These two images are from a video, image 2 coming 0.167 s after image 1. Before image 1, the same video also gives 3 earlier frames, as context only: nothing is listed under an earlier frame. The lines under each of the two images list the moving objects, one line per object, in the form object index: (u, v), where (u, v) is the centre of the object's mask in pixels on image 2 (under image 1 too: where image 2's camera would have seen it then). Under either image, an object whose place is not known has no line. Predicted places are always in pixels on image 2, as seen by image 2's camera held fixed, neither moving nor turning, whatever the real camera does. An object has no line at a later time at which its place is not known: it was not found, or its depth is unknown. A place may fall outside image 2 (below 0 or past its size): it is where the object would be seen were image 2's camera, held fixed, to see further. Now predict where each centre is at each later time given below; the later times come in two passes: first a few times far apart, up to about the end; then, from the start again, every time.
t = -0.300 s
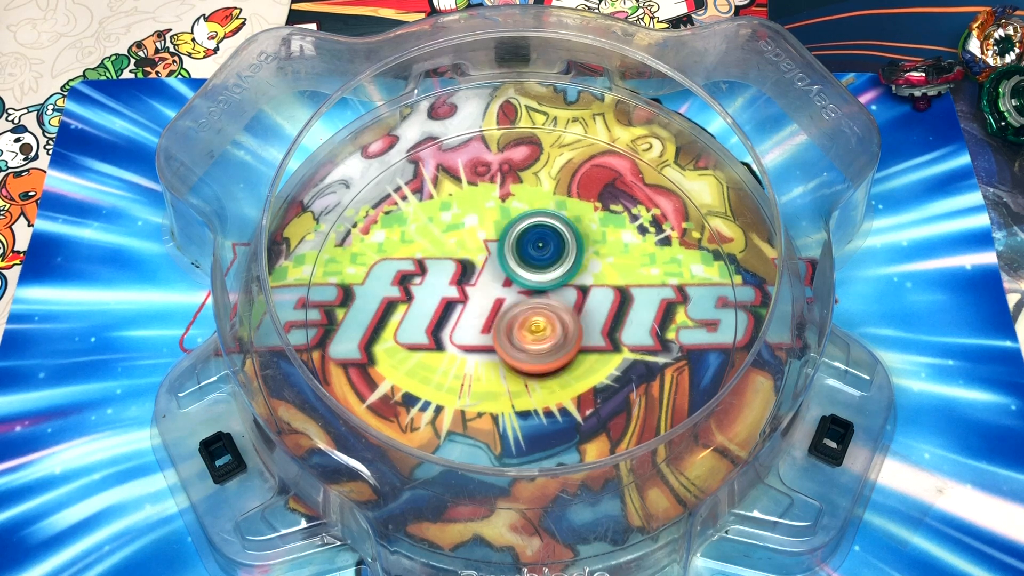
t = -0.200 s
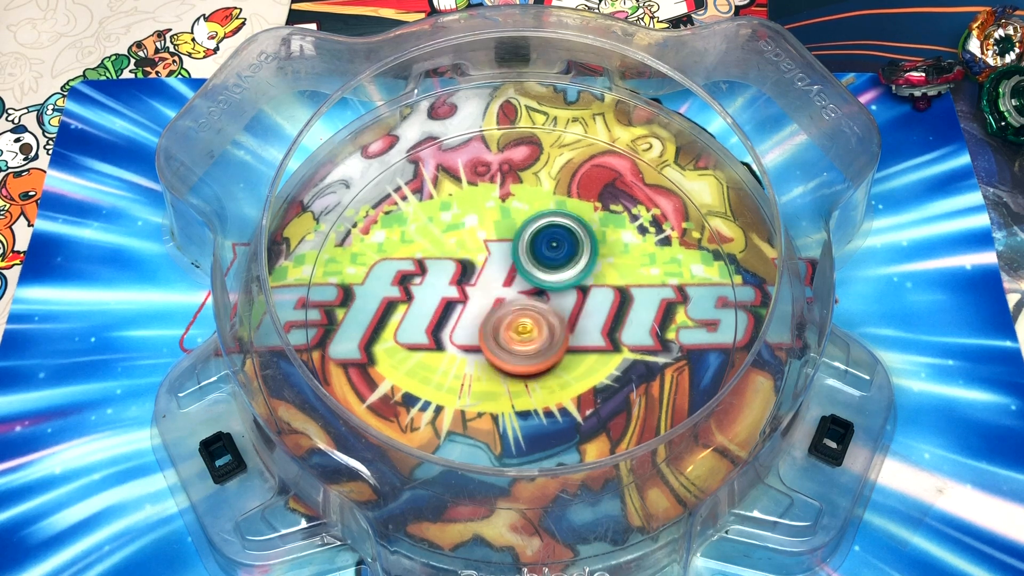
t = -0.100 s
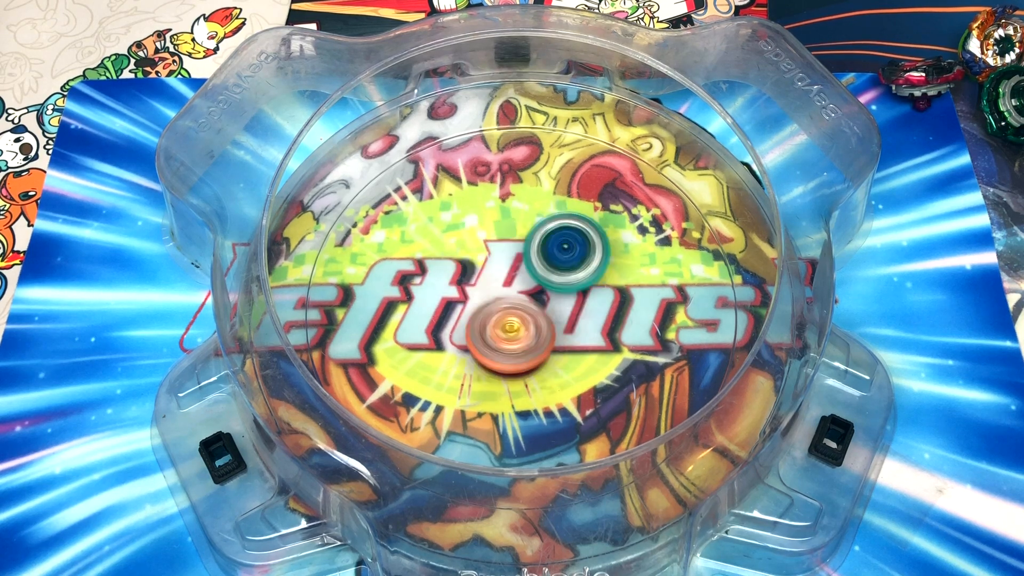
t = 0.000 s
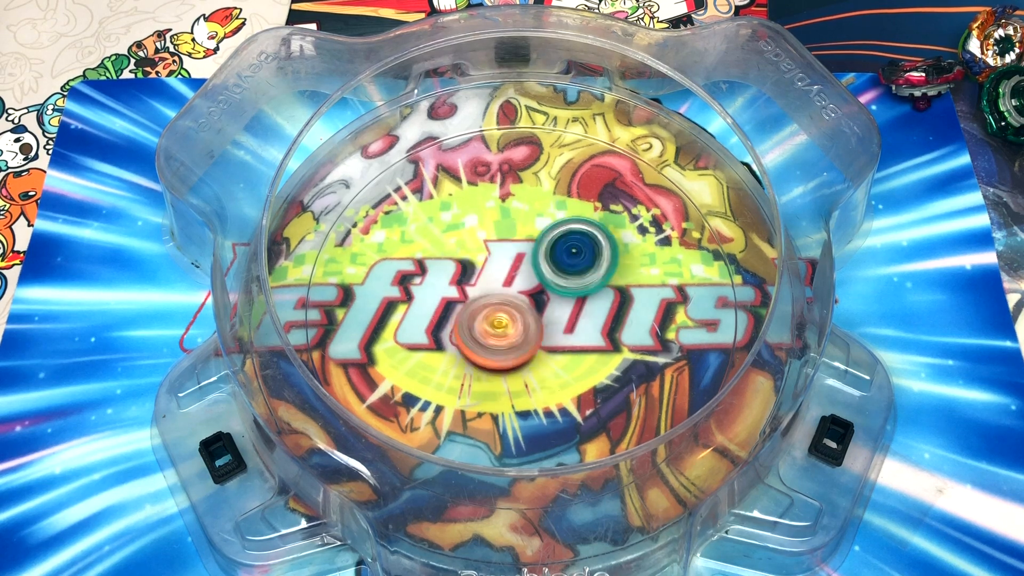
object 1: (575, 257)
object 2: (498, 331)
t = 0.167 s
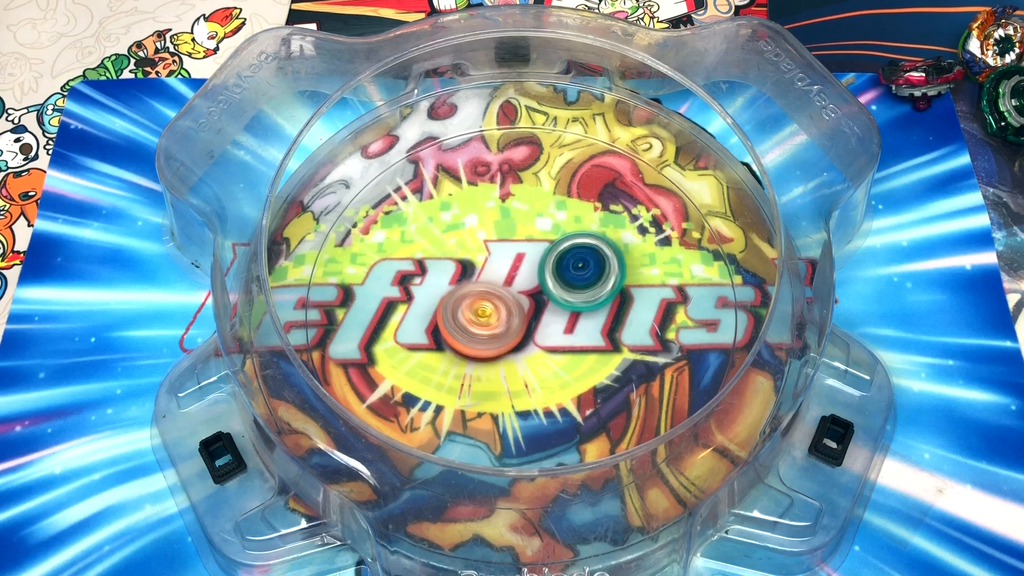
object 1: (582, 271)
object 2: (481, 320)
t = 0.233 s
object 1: (582, 278)
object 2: (476, 314)
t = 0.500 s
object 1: (570, 313)
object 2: (471, 286)
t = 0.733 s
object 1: (548, 334)
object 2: (486, 264)
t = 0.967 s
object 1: (522, 337)
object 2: (512, 251)
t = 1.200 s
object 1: (496, 324)
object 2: (542, 249)
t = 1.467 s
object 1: (480, 297)
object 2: (569, 262)
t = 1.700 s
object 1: (482, 274)
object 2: (580, 285)
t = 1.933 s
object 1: (503, 257)
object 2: (575, 309)
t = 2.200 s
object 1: (533, 250)
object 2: (551, 330)
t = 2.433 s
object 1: (555, 257)
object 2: (521, 334)
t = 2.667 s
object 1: (567, 276)
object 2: (492, 324)
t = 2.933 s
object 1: (575, 303)
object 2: (468, 299)
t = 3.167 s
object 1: (561, 322)
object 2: (470, 277)
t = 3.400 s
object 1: (535, 333)
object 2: (490, 255)
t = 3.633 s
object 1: (515, 332)
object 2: (516, 241)
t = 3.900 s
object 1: (488, 316)
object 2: (552, 245)
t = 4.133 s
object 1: (481, 301)
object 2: (579, 261)
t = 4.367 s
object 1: (493, 278)
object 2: (586, 289)
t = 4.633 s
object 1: (468, 239)
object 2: (611, 344)
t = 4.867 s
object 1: (474, 246)
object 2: (588, 360)
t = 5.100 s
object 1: (516, 263)
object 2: (544, 352)
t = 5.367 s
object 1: (563, 262)
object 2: (497, 330)
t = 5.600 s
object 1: (589, 269)
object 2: (478, 294)
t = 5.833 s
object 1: (583, 289)
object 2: (487, 258)
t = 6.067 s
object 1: (555, 314)
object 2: (516, 237)
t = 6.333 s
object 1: (514, 328)
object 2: (551, 245)
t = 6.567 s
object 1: (485, 323)
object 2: (570, 274)
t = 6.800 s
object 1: (473, 303)
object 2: (569, 310)
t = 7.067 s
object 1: (479, 275)
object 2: (545, 336)
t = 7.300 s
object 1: (500, 245)
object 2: (525, 347)
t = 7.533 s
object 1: (528, 234)
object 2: (512, 328)
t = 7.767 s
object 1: (577, 234)
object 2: (476, 316)
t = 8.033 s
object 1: (598, 258)
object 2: (479, 297)
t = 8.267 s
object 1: (584, 294)
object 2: (495, 281)
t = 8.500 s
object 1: (543, 326)
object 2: (498, 259)
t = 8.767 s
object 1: (481, 321)
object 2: (515, 245)
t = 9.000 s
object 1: (458, 286)
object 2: (538, 256)
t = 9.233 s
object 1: (470, 256)
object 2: (567, 288)
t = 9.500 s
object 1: (526, 252)
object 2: (562, 327)
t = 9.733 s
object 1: (572, 257)
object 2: (512, 371)
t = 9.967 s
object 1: (571, 296)
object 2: (458, 367)
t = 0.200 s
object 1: (582, 274)
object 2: (479, 317)
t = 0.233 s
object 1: (582, 278)
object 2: (476, 314)
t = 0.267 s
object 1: (581, 282)
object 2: (475, 311)
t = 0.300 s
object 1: (580, 287)
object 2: (473, 307)
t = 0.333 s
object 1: (578, 291)
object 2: (472, 304)
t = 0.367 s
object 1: (577, 296)
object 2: (471, 300)
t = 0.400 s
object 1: (576, 301)
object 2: (471, 297)
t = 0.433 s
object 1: (574, 305)
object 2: (471, 293)
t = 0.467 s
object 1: (572, 309)
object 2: (471, 289)
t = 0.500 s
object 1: (570, 313)
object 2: (471, 286)
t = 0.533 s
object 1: (567, 317)
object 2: (472, 282)
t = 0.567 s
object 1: (564, 320)
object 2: (474, 279)
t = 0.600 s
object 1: (561, 323)
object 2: (476, 276)
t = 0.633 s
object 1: (558, 326)
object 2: (477, 272)
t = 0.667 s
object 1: (555, 330)
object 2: (480, 270)
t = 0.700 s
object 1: (551, 332)
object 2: (483, 267)
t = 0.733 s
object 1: (548, 334)
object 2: (486, 264)
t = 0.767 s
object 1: (544, 336)
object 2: (489, 261)
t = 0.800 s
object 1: (540, 337)
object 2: (492, 259)
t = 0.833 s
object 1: (537, 338)
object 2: (496, 257)
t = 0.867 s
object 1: (534, 339)
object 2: (500, 255)
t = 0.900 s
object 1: (530, 339)
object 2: (504, 254)
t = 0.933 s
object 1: (526, 339)
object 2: (508, 252)
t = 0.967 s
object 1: (522, 337)
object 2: (512, 251)
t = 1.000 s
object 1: (519, 337)
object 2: (516, 250)
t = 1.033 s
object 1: (515, 336)
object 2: (521, 249)
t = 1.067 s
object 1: (511, 334)
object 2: (525, 248)
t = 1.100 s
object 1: (507, 332)
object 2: (529, 248)
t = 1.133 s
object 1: (504, 329)
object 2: (533, 248)
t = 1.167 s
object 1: (501, 327)
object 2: (537, 248)
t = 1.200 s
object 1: (496, 324)
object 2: (542, 249)
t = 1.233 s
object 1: (493, 321)
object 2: (545, 250)
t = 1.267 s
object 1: (491, 318)
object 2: (549, 250)
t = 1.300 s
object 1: (488, 315)
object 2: (553, 252)
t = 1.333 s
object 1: (485, 312)
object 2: (557, 254)
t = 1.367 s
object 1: (483, 308)
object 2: (560, 256)
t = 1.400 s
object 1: (481, 304)
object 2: (563, 257)
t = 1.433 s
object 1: (481, 300)
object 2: (566, 260)
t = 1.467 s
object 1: (480, 297)
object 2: (569, 262)
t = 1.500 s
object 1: (479, 293)
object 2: (572, 265)
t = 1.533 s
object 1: (478, 290)
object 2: (574, 268)
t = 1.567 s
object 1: (478, 286)
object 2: (576, 271)
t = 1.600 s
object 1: (478, 283)
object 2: (578, 275)
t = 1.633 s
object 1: (479, 280)
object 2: (579, 278)
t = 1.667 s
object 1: (480, 277)
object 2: (580, 281)
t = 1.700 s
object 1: (482, 274)
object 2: (580, 285)
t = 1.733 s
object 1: (484, 271)
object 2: (581, 289)
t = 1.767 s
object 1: (486, 269)
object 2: (580, 292)
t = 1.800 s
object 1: (489, 266)
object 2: (580, 296)
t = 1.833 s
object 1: (492, 264)
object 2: (579, 299)
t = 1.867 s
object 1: (495, 261)
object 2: (579, 303)
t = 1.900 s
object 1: (499, 259)
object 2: (577, 306)
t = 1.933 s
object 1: (503, 257)
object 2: (575, 309)
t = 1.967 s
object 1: (506, 255)
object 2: (574, 313)
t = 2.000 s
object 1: (510, 254)
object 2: (571, 316)
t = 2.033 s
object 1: (514, 252)
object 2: (568, 318)
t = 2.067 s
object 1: (518, 252)
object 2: (565, 321)
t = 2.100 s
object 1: (522, 251)
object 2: (562, 323)
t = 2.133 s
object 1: (526, 250)
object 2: (559, 325)
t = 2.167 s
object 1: (530, 250)
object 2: (555, 327)
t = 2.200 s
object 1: (533, 250)
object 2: (551, 330)
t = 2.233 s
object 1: (537, 251)
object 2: (547, 331)
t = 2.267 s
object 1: (541, 251)
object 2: (542, 333)
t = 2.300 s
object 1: (544, 251)
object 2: (538, 333)
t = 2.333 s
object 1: (546, 252)
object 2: (533, 334)
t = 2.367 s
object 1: (549, 253)
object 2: (529, 334)
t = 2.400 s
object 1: (552, 255)
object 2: (525, 334)
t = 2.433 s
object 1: (555, 257)
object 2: (521, 334)
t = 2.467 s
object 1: (557, 259)
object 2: (516, 334)
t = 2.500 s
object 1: (559, 261)
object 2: (512, 332)
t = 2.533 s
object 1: (561, 263)
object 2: (508, 331)
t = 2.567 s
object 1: (563, 266)
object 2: (503, 330)
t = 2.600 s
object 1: (565, 269)
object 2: (500, 328)
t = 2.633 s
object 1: (566, 273)
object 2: (496, 326)
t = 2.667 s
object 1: (567, 276)
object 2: (492, 324)
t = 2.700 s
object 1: (568, 280)
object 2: (489, 322)
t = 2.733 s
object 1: (569, 283)
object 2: (486, 319)
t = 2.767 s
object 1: (570, 287)
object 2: (484, 316)
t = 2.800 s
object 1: (570, 291)
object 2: (481, 313)
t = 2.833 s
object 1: (572, 295)
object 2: (476, 309)
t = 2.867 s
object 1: (574, 297)
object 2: (471, 306)
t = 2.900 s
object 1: (575, 300)
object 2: (469, 303)
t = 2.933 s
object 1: (575, 303)
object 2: (468, 299)
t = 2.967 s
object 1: (574, 307)
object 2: (467, 296)
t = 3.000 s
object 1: (573, 310)
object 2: (466, 293)
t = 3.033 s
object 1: (571, 313)
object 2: (466, 289)
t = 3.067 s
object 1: (569, 315)
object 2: (467, 286)
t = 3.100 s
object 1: (567, 317)
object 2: (467, 283)
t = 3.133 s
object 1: (564, 319)
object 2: (468, 280)
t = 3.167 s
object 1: (561, 322)
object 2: (470, 277)
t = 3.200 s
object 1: (557, 324)
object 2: (472, 274)
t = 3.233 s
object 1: (553, 325)
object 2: (475, 271)
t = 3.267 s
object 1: (549, 327)
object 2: (478, 269)
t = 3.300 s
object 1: (544, 328)
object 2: (481, 266)
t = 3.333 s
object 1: (540, 328)
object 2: (484, 264)
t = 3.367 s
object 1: (537, 331)
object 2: (488, 261)
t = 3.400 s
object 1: (535, 333)
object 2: (490, 255)
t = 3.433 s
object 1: (532, 335)
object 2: (494, 251)
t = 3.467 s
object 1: (529, 336)
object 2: (497, 249)
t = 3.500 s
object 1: (526, 336)
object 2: (501, 246)
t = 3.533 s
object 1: (523, 335)
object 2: (505, 244)
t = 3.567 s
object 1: (521, 334)
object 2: (509, 242)
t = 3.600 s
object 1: (518, 333)
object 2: (513, 242)
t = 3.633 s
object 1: (515, 332)
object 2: (516, 241)
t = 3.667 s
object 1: (512, 330)
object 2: (520, 240)
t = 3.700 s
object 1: (508, 327)
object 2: (524, 240)
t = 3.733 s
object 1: (505, 325)
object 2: (529, 241)
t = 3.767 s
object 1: (502, 322)
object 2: (533, 241)
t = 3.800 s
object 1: (499, 319)
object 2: (537, 243)
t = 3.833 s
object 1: (495, 318)
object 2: (542, 243)
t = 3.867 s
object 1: (491, 317)
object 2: (547, 244)
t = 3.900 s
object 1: (488, 316)
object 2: (552, 245)
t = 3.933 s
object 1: (485, 315)
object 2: (556, 246)
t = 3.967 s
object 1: (483, 313)
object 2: (561, 248)
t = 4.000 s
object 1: (481, 311)
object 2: (565, 250)
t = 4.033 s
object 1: (481, 309)
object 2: (569, 252)
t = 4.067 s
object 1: (480, 307)
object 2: (572, 254)
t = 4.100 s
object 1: (480, 304)
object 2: (575, 258)
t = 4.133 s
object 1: (481, 301)
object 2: (579, 261)
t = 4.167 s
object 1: (482, 298)
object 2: (581, 265)
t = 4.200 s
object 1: (484, 295)
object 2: (583, 269)
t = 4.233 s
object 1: (485, 292)
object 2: (584, 273)
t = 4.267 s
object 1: (487, 288)
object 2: (585, 277)
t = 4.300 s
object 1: (488, 285)
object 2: (586, 281)
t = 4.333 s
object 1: (491, 282)
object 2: (586, 285)
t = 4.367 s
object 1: (493, 278)
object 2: (586, 289)
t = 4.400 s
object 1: (495, 275)
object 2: (585, 293)
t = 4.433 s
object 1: (498, 271)
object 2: (583, 297)
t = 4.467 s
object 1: (493, 263)
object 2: (592, 308)
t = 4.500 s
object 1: (483, 253)
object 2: (604, 320)
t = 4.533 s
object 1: (477, 247)
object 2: (610, 329)
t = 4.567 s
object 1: (474, 243)
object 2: (611, 336)
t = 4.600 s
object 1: (471, 241)
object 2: (611, 340)
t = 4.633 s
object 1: (468, 239)
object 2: (611, 344)
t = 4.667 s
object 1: (467, 238)
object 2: (609, 347)
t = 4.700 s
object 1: (465, 238)
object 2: (607, 350)
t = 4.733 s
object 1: (465, 238)
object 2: (604, 353)
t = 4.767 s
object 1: (466, 239)
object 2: (601, 355)
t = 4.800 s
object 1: (468, 241)
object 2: (597, 358)
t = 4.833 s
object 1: (470, 244)
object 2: (593, 359)
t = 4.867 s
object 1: (474, 246)
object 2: (588, 360)
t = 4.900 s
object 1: (479, 249)
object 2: (583, 360)
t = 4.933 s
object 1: (485, 252)
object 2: (577, 360)
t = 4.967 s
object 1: (491, 254)
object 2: (571, 359)
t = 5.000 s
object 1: (497, 256)
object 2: (564, 359)
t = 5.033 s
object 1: (503, 258)
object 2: (558, 357)
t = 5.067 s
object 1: (509, 260)
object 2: (551, 355)
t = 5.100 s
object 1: (516, 263)
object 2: (544, 352)
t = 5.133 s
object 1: (522, 265)
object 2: (538, 348)
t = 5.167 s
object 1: (528, 265)
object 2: (531, 347)
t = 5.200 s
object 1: (534, 264)
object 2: (524, 347)
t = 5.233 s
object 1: (540, 264)
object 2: (519, 345)
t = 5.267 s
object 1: (547, 263)
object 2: (512, 344)
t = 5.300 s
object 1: (552, 263)
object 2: (507, 339)
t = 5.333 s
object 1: (558, 262)
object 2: (502, 335)
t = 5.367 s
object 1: (563, 262)
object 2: (497, 330)
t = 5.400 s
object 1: (568, 262)
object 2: (493, 326)
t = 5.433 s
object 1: (573, 263)
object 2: (490, 322)
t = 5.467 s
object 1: (577, 263)
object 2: (486, 317)
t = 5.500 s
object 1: (581, 264)
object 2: (483, 312)
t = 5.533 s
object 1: (584, 265)
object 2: (481, 306)
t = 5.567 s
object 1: (587, 267)
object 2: (479, 300)
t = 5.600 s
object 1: (589, 269)
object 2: (478, 294)
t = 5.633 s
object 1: (590, 271)
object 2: (478, 288)
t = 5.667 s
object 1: (590, 273)
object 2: (478, 283)
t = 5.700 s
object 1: (590, 276)
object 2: (479, 277)
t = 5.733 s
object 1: (589, 279)
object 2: (480, 272)
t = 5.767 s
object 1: (588, 282)
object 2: (482, 267)
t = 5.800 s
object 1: (586, 286)
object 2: (484, 262)
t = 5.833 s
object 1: (583, 289)
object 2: (487, 258)
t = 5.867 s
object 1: (580, 293)
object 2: (490, 254)
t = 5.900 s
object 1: (576, 296)
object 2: (494, 250)
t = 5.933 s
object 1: (573, 300)
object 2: (498, 246)
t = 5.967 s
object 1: (569, 304)
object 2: (502, 243)
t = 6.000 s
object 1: (564, 308)
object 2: (506, 241)
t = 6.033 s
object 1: (560, 311)
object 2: (511, 239)
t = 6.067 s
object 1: (555, 314)
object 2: (516, 237)
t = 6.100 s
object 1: (550, 317)
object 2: (520, 236)
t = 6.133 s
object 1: (545, 319)
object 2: (525, 236)
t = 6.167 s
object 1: (540, 321)
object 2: (529, 236)
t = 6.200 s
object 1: (535, 323)
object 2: (534, 237)
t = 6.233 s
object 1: (530, 325)
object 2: (539, 238)
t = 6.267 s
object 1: (524, 326)
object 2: (543, 240)
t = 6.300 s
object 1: (519, 327)
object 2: (547, 242)
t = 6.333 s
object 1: (514, 328)
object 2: (551, 245)
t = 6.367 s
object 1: (509, 328)
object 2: (555, 248)
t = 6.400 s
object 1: (504, 328)
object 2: (559, 251)
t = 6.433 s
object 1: (500, 328)
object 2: (562, 255)
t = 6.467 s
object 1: (496, 327)
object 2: (564, 259)
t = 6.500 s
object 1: (492, 326)
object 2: (567, 264)
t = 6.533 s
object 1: (488, 325)
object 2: (569, 269)
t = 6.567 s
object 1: (485, 323)
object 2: (570, 274)
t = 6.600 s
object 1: (483, 321)
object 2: (571, 279)
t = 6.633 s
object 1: (480, 319)
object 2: (572, 284)
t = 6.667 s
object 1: (479, 316)
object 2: (572, 290)
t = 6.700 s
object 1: (478, 313)
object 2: (571, 295)
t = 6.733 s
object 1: (477, 311)
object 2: (570, 300)
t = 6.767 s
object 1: (475, 307)
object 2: (570, 305)
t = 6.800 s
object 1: (473, 303)
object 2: (569, 310)
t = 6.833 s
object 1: (471, 299)
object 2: (567, 315)
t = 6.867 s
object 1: (471, 296)
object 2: (565, 319)
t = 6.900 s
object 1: (471, 292)
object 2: (563, 322)
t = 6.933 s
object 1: (471, 289)
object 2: (560, 325)
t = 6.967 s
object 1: (473, 285)
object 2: (557, 330)
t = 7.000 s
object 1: (474, 282)
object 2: (553, 332)
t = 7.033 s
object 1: (476, 278)
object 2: (549, 334)
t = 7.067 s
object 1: (479, 275)
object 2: (545, 336)
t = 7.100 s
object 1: (482, 272)
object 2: (541, 337)
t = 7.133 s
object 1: (486, 269)
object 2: (536, 337)
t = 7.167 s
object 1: (488, 262)
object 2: (534, 342)
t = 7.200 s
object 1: (491, 257)
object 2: (532, 347)
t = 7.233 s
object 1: (494, 253)
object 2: (530, 348)
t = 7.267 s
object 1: (497, 249)
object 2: (527, 348)
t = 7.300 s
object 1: (500, 245)
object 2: (525, 347)
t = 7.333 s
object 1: (504, 242)
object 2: (523, 345)
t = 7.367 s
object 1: (507, 239)
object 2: (521, 343)
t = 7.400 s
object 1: (511, 237)
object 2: (519, 340)
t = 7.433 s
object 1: (515, 235)
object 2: (517, 336)
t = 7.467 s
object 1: (520, 234)
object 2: (516, 334)
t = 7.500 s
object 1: (524, 234)
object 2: (513, 331)
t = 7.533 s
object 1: (528, 234)
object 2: (512, 328)
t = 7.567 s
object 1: (533, 235)
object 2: (510, 324)
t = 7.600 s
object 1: (537, 236)
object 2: (508, 319)
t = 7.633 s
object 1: (541, 238)
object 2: (507, 314)
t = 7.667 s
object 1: (546, 240)
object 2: (505, 310)
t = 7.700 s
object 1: (561, 235)
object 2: (490, 316)
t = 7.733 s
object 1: (571, 234)
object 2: (481, 317)
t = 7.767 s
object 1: (577, 234)
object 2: (476, 316)
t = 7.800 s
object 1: (582, 234)
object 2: (474, 314)
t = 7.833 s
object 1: (586, 236)
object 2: (473, 312)
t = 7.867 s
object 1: (590, 239)
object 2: (473, 310)
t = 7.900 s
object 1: (593, 242)
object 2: (473, 307)
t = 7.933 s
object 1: (596, 245)
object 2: (474, 305)
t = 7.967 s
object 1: (598, 249)
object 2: (475, 302)
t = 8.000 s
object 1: (599, 253)
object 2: (477, 299)
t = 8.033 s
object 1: (598, 258)
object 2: (479, 297)
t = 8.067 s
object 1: (598, 264)
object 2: (482, 295)
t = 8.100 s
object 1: (596, 269)
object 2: (485, 292)
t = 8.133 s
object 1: (594, 274)
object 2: (488, 290)
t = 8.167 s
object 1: (591, 280)
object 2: (491, 289)
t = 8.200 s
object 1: (587, 284)
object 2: (496, 287)
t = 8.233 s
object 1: (585, 289)
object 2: (497, 284)
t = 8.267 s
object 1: (584, 294)
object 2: (495, 281)
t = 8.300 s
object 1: (580, 300)
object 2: (496, 276)
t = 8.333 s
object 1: (576, 307)
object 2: (495, 272)
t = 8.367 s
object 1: (570, 311)
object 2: (495, 270)
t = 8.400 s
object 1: (566, 316)
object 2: (495, 267)
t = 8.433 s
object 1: (558, 320)
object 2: (495, 264)
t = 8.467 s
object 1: (551, 323)
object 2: (497, 262)
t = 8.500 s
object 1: (543, 326)
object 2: (498, 259)
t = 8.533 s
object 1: (535, 328)
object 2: (500, 257)
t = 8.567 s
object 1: (529, 330)
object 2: (501, 254)
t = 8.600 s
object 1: (519, 330)
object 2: (502, 251)
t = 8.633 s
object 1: (512, 330)
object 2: (505, 250)
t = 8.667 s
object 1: (503, 328)
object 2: (508, 248)
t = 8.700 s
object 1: (496, 326)
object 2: (510, 246)
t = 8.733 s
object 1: (488, 324)
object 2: (512, 246)
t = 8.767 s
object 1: (481, 321)
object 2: (515, 245)
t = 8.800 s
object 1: (476, 317)
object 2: (518, 246)
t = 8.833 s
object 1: (471, 312)
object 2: (521, 246)
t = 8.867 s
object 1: (467, 307)
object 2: (524, 247)
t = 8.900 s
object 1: (463, 302)
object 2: (527, 249)
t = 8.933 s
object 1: (460, 297)
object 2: (530, 251)
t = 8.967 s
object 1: (458, 291)
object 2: (534, 254)
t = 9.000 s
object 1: (458, 286)
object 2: (538, 256)
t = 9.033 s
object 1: (458, 281)
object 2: (542, 259)
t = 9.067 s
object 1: (458, 276)
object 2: (546, 263)
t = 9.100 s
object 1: (459, 270)
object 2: (550, 267)
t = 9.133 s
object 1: (460, 266)
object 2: (557, 272)
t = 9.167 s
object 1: (462, 262)
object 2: (561, 278)
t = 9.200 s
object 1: (466, 258)
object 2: (565, 282)
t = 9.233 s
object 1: (470, 256)
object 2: (567, 288)
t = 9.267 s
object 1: (476, 253)
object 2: (569, 293)
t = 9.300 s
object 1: (482, 251)
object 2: (570, 298)
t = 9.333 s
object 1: (489, 250)
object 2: (571, 303)
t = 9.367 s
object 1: (496, 250)
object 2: (569, 308)
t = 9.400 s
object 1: (504, 250)
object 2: (568, 314)
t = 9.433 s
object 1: (511, 250)
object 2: (566, 318)
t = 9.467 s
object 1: (519, 252)
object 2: (564, 322)
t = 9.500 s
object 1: (526, 252)
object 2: (562, 327)
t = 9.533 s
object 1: (533, 252)
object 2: (558, 332)
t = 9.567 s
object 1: (539, 256)
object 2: (553, 335)
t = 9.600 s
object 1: (545, 259)
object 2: (550, 339)
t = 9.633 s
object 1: (551, 261)
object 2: (543, 342)
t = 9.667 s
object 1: (561, 256)
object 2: (532, 355)
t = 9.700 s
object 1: (567, 254)
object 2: (522, 365)
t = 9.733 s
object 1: (572, 257)
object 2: (512, 371)
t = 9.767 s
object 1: (574, 262)
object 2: (502, 375)
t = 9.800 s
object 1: (576, 267)
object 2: (492, 377)
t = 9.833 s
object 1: (578, 272)
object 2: (484, 377)
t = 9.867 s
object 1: (577, 279)
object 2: (476, 376)
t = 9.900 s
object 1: (576, 284)
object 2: (471, 375)
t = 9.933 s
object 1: (574, 290)
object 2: (464, 371)
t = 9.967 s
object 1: (571, 296)
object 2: (458, 367)
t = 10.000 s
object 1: (567, 301)
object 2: (455, 363)
